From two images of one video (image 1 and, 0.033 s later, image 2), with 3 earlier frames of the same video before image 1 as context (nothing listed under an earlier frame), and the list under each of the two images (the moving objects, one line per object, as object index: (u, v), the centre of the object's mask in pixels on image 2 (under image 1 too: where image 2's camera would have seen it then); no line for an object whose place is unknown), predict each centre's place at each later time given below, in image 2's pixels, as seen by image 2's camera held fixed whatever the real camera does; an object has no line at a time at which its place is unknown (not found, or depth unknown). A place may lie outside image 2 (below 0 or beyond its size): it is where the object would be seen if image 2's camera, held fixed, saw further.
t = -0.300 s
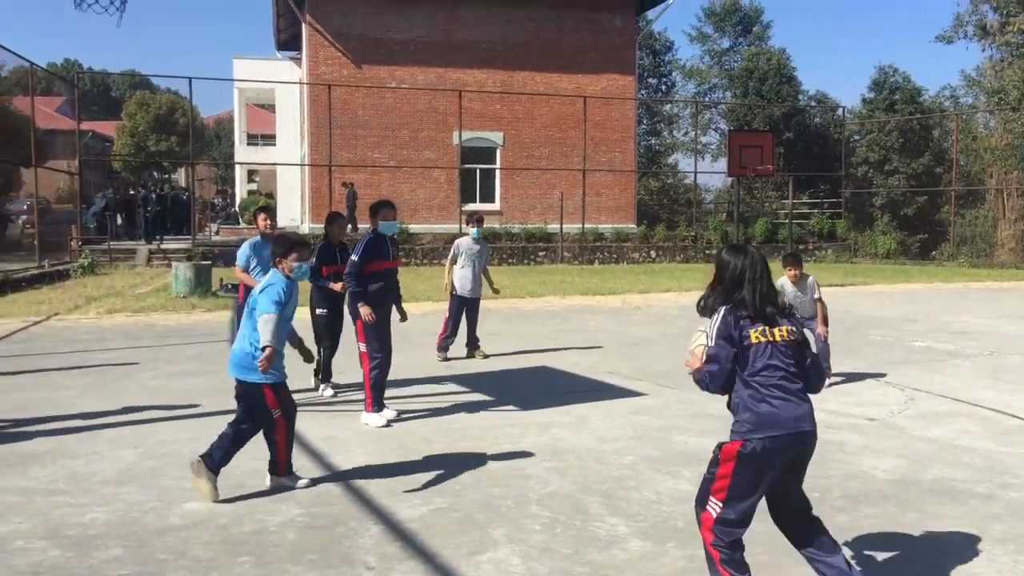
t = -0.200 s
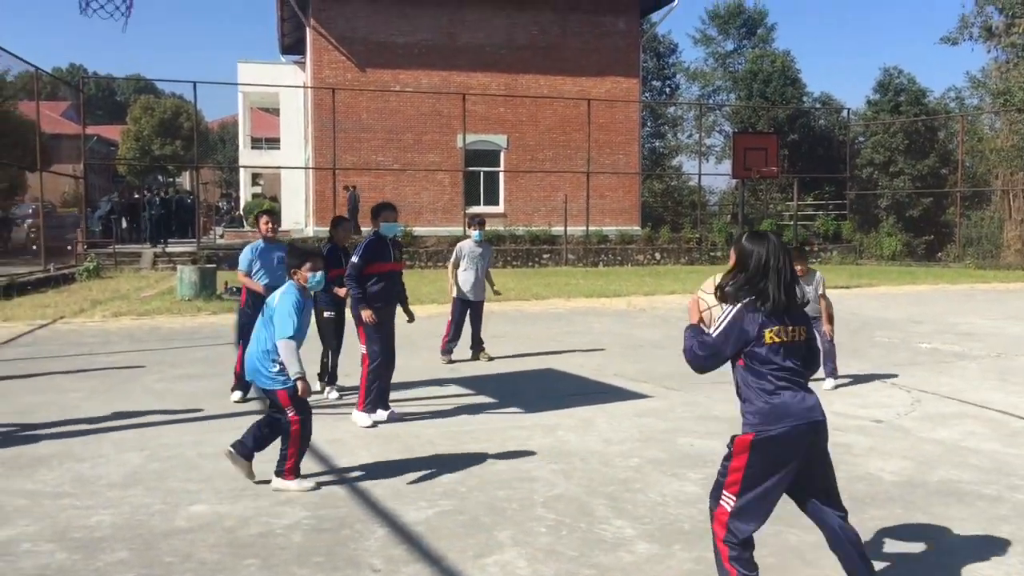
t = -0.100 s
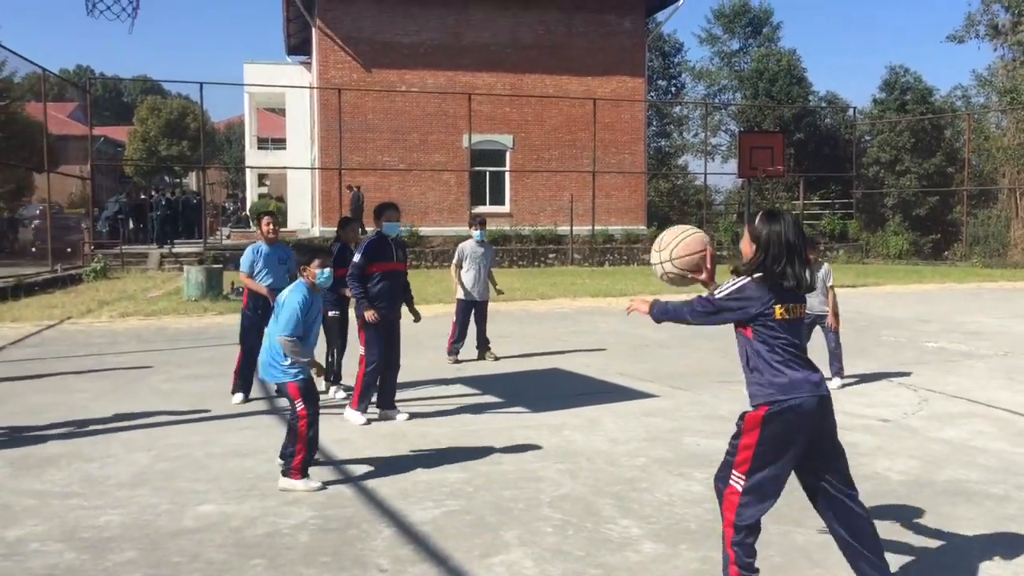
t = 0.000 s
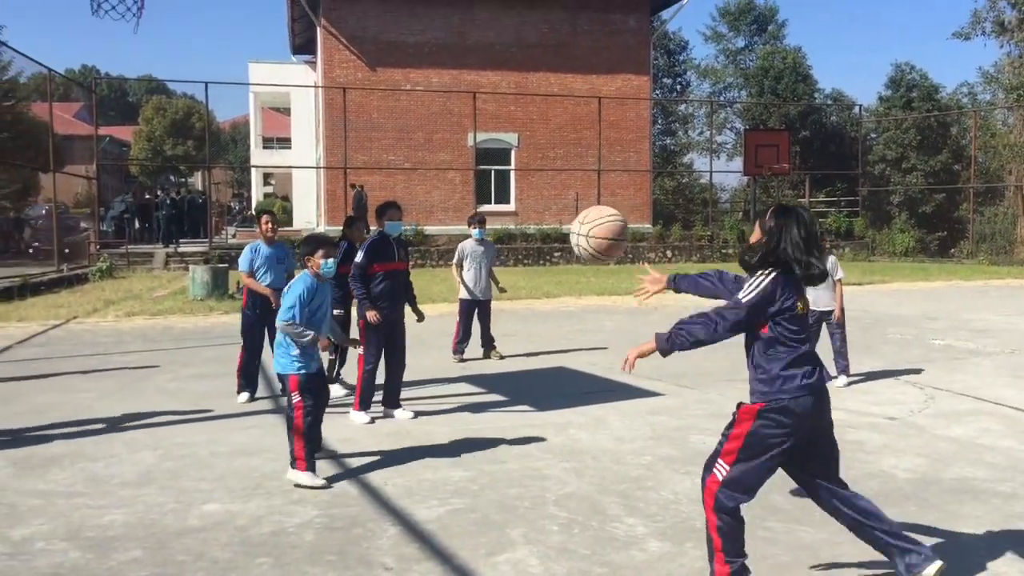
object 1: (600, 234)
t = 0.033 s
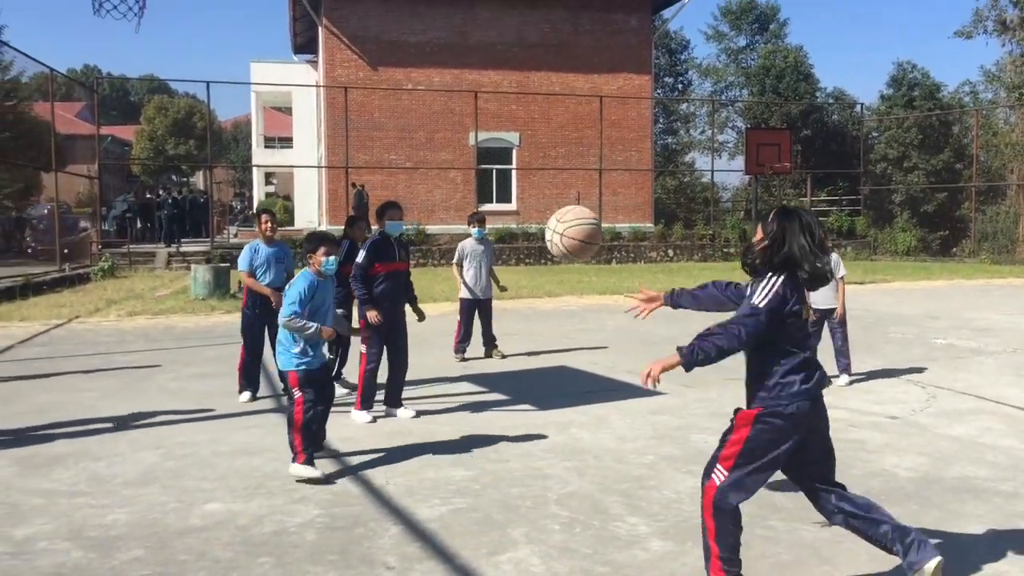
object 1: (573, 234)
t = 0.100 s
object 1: (522, 241)
